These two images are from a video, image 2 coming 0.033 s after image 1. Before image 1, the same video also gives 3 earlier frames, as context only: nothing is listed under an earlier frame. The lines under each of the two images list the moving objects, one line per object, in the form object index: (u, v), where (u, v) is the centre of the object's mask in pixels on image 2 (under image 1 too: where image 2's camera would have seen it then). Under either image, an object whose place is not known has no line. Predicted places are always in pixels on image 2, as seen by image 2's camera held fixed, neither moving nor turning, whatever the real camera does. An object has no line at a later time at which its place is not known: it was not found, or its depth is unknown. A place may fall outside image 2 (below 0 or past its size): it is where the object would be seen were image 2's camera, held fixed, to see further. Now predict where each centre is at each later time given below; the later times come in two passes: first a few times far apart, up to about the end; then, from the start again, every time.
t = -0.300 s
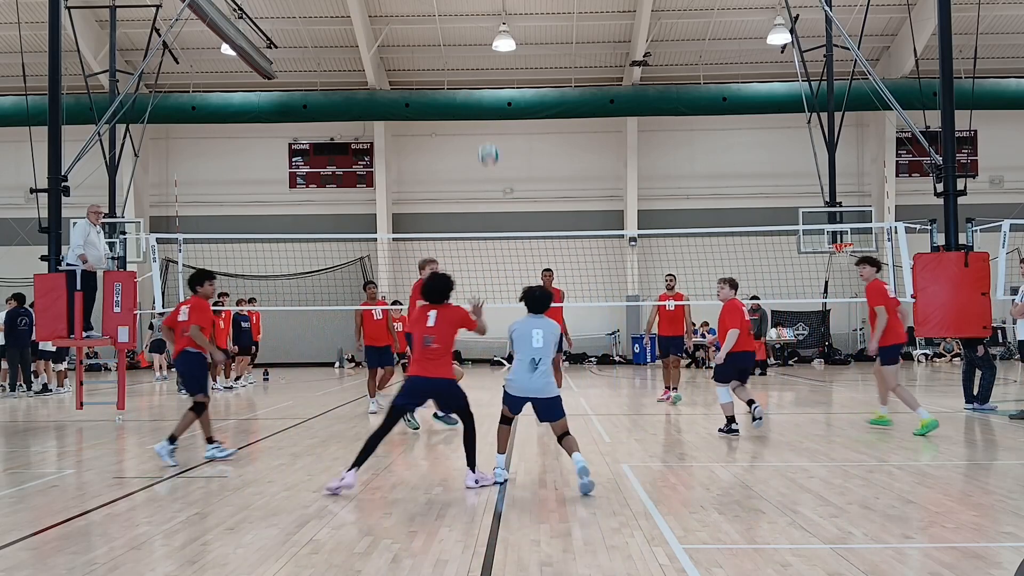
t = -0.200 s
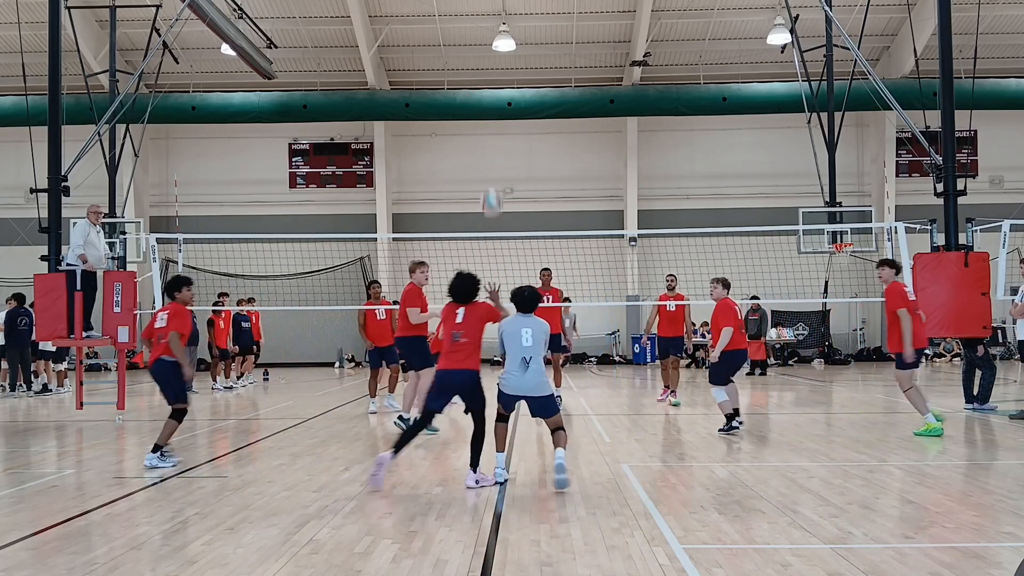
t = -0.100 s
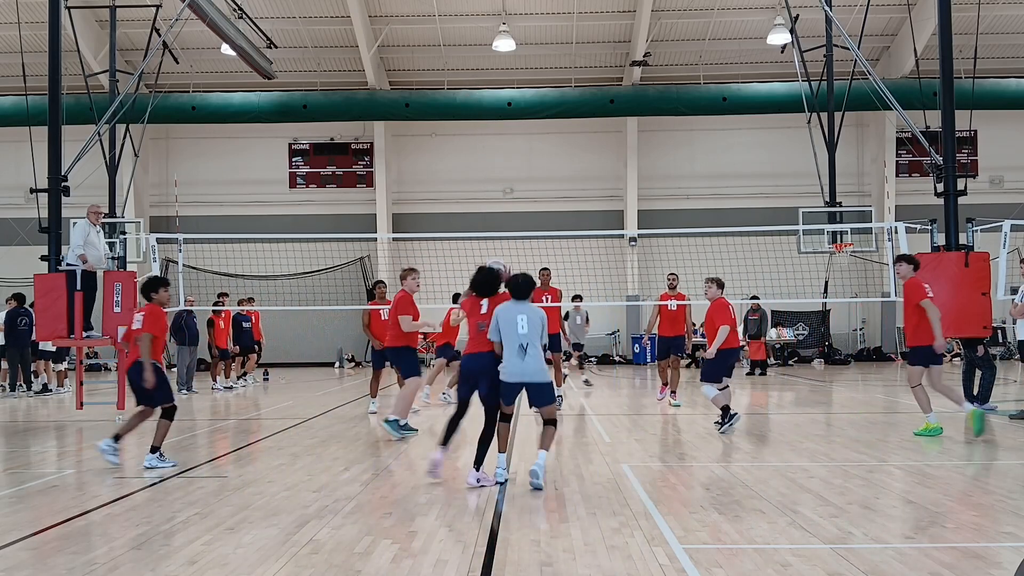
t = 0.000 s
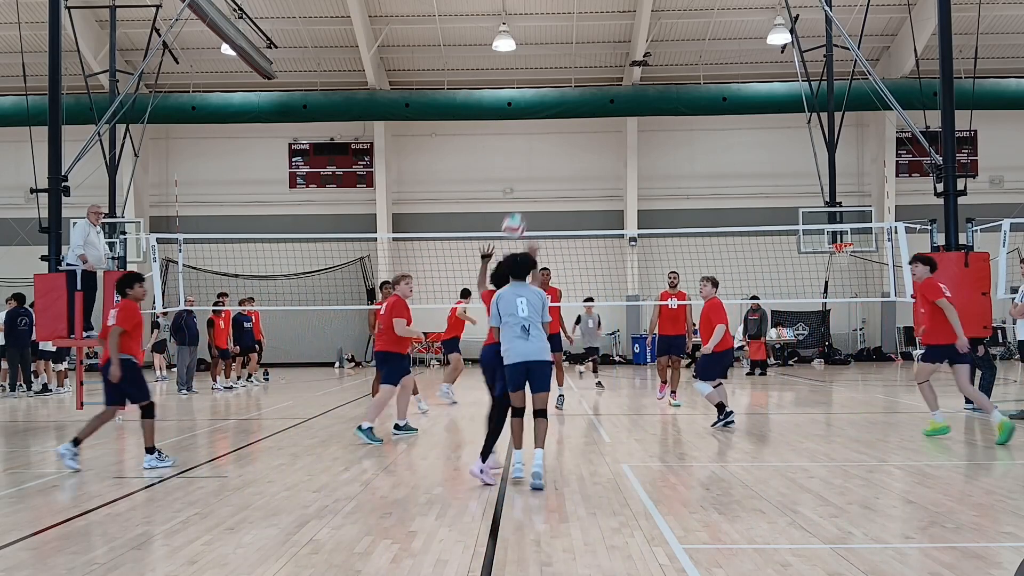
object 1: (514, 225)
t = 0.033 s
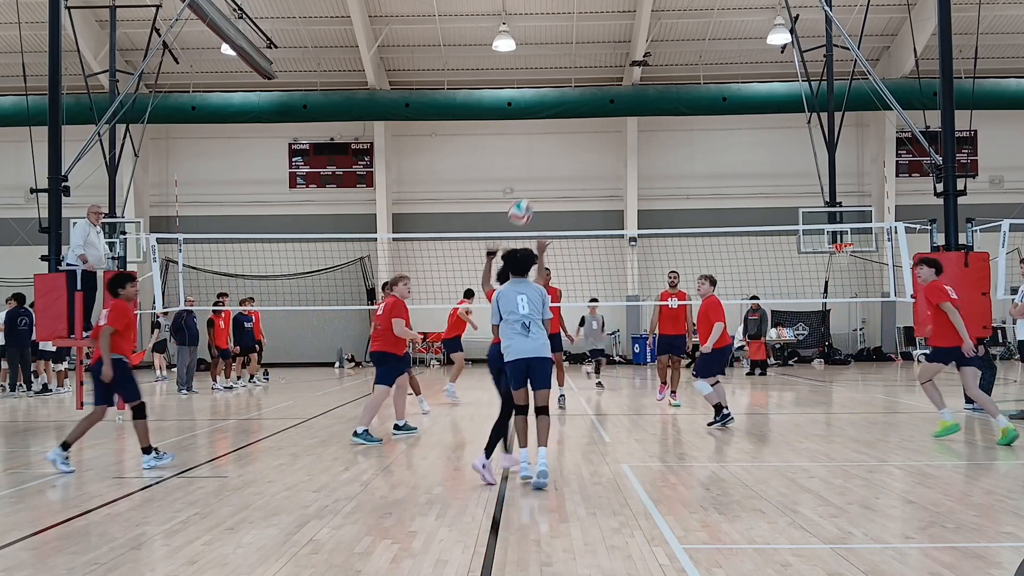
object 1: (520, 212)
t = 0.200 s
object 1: (552, 159)
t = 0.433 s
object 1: (591, 142)
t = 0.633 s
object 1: (622, 169)
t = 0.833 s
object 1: (649, 227)
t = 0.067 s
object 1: (527, 198)
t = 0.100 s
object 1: (533, 186)
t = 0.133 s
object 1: (541, 175)
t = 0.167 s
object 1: (546, 167)
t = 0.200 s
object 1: (552, 159)
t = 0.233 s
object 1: (558, 154)
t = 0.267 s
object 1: (564, 149)
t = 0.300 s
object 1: (570, 145)
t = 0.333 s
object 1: (575, 142)
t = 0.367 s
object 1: (580, 141)
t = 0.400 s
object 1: (586, 141)
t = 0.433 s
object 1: (591, 142)
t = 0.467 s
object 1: (596, 144)
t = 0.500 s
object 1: (601, 147)
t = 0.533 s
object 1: (607, 151)
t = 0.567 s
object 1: (612, 156)
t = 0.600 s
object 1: (616, 161)
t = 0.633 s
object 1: (622, 169)
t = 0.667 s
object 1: (626, 176)
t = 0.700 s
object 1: (630, 184)
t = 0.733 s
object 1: (635, 194)
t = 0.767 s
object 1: (640, 205)
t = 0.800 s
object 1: (645, 216)
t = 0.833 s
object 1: (649, 227)
